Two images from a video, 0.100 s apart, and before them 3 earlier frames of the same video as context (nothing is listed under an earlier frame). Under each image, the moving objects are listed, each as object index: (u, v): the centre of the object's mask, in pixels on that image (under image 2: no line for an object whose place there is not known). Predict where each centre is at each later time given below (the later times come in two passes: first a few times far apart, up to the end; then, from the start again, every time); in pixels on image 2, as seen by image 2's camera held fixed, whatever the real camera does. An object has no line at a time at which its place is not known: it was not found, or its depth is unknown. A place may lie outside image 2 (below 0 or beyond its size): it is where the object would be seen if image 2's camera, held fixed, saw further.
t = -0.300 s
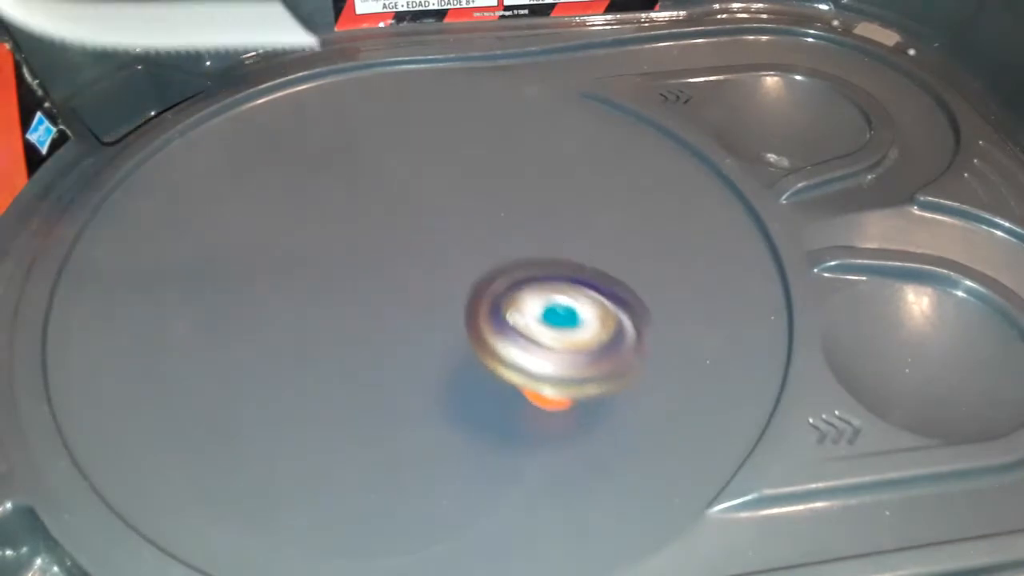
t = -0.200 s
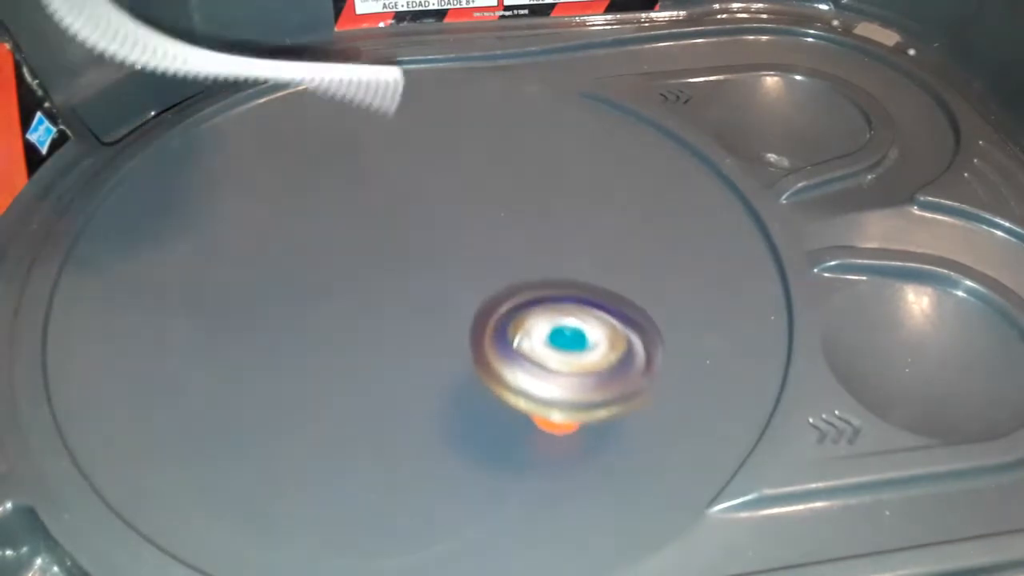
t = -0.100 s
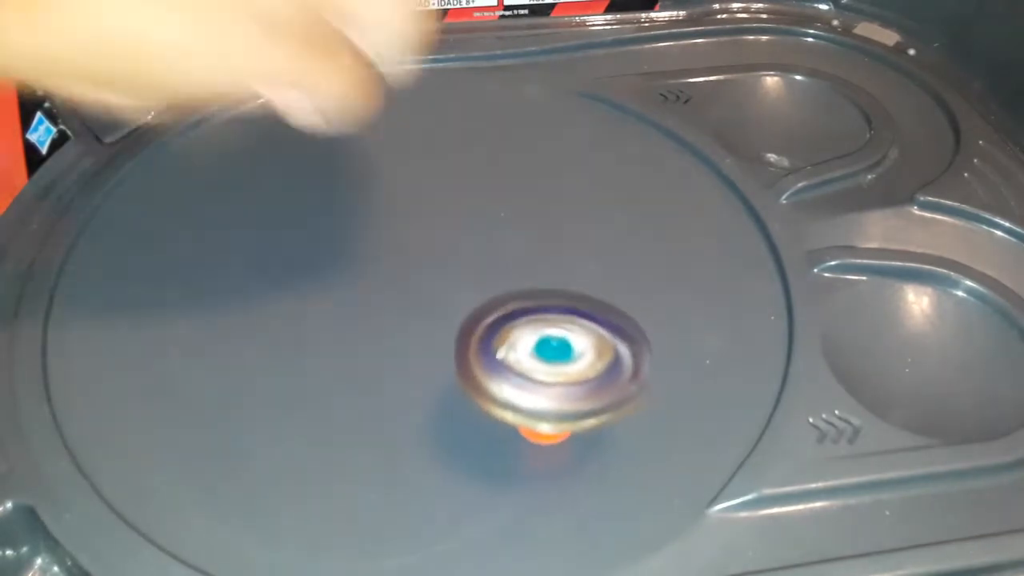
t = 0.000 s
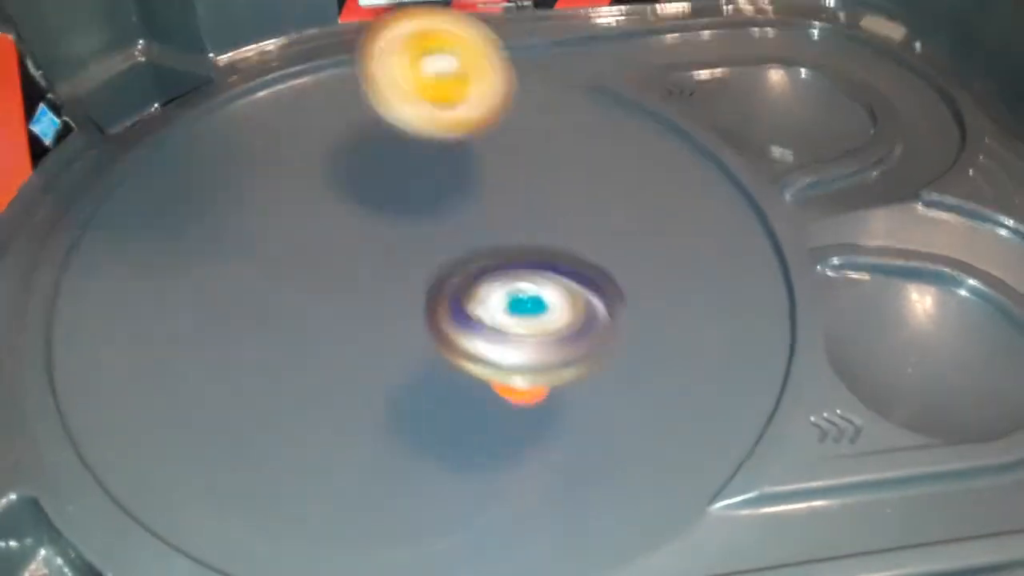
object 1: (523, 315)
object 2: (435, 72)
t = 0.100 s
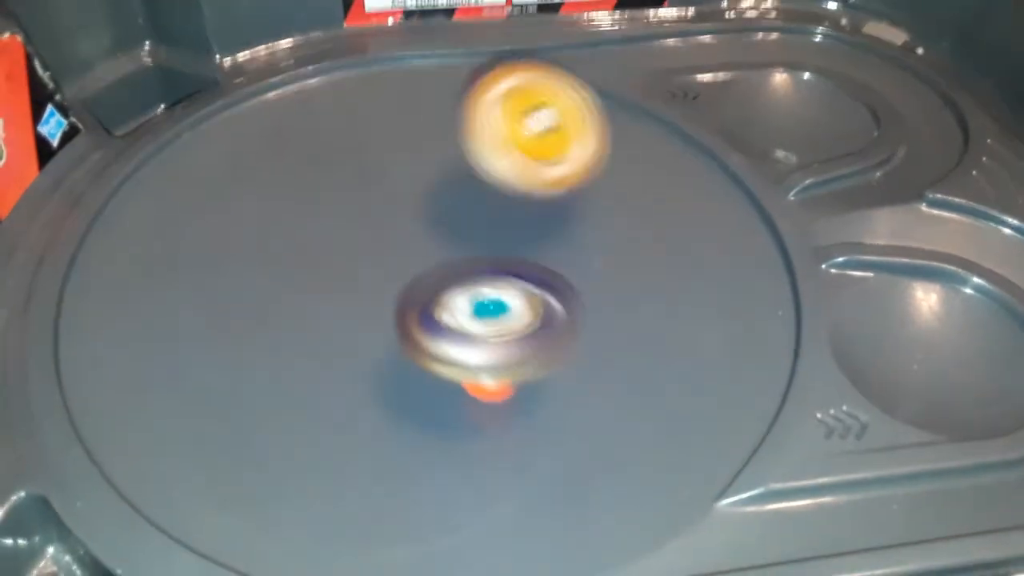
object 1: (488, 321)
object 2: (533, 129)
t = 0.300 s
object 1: (442, 244)
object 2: (648, 319)
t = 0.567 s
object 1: (487, 204)
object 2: (420, 484)
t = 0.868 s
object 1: (547, 229)
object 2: (106, 249)
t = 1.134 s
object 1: (528, 250)
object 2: (267, 124)
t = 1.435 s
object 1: (660, 288)
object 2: (287, 279)
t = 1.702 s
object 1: (583, 277)
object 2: (177, 426)
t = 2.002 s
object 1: (467, 180)
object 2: (380, 406)
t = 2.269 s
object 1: (492, 138)
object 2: (425, 498)
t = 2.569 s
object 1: (505, 237)
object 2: (441, 398)
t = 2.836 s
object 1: (485, 165)
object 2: (546, 498)
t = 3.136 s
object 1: (453, 201)
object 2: (502, 356)
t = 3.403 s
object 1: (413, 202)
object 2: (720, 244)
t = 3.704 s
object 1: (420, 227)
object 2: (655, 294)
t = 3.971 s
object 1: (321, 222)
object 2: (516, 233)
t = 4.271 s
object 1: (392, 244)
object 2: (505, 137)
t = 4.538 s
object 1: (453, 276)
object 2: (521, 136)
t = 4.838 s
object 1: (464, 302)
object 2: (506, 167)
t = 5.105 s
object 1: (476, 305)
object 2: (393, 182)
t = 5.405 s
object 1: (479, 265)
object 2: (326, 197)
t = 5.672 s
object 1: (499, 248)
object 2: (312, 224)
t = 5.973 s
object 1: (605, 210)
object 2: (175, 257)
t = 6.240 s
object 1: (532, 227)
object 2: (256, 254)
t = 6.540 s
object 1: (660, 107)
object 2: (154, 427)
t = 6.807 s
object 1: (588, 167)
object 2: (253, 357)
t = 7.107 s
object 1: (544, 149)
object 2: (375, 384)
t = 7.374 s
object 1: (506, 178)
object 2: (463, 352)
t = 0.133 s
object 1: (476, 307)
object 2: (559, 133)
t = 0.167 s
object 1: (465, 294)
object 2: (586, 164)
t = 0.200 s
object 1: (457, 281)
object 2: (611, 215)
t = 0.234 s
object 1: (449, 264)
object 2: (631, 253)
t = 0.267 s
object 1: (446, 251)
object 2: (643, 287)
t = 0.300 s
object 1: (442, 244)
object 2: (648, 319)
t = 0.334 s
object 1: (443, 235)
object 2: (646, 352)
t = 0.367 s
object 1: (443, 227)
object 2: (636, 387)
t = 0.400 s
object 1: (448, 221)
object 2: (618, 418)
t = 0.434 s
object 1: (454, 214)
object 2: (592, 446)
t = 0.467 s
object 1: (461, 209)
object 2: (558, 470)
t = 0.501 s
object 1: (470, 207)
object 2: (515, 481)
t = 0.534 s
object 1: (477, 206)
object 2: (468, 486)
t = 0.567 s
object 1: (487, 204)
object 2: (420, 484)
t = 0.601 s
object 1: (498, 204)
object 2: (370, 480)
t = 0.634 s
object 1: (507, 206)
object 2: (322, 468)
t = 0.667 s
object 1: (515, 210)
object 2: (275, 445)
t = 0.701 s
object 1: (523, 212)
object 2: (233, 418)
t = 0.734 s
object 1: (530, 214)
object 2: (197, 387)
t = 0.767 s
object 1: (536, 218)
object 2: (166, 354)
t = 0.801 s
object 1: (541, 221)
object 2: (140, 319)
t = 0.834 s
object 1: (544, 225)
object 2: (120, 281)
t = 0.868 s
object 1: (547, 229)
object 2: (106, 249)
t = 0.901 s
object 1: (547, 233)
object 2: (99, 219)
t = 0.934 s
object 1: (547, 237)
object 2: (110, 192)
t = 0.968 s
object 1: (545, 239)
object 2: (131, 170)
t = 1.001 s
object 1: (542, 242)
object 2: (155, 151)
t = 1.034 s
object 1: (539, 245)
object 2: (181, 136)
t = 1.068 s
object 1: (536, 248)
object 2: (208, 127)
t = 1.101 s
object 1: (533, 248)
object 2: (238, 123)
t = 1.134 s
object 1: (528, 250)
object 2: (267, 124)
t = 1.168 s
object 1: (522, 251)
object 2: (298, 132)
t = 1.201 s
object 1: (518, 252)
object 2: (327, 144)
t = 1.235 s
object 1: (514, 252)
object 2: (356, 161)
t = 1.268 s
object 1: (515, 255)
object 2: (380, 182)
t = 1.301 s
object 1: (558, 266)
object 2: (366, 193)
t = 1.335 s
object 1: (594, 275)
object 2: (347, 210)
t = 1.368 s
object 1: (623, 281)
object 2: (328, 230)
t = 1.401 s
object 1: (646, 285)
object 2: (309, 253)
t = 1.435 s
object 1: (660, 288)
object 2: (287, 279)
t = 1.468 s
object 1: (670, 290)
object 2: (264, 307)
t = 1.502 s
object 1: (670, 291)
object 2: (241, 334)
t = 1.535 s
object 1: (665, 291)
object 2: (217, 361)
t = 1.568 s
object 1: (654, 289)
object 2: (193, 385)
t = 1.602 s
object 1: (640, 287)
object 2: (173, 405)
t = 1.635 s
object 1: (622, 284)
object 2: (156, 423)
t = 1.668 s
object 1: (603, 281)
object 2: (157, 429)
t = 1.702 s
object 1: (583, 277)
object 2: (177, 426)
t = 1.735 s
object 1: (563, 273)
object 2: (204, 416)
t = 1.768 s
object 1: (543, 270)
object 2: (234, 403)
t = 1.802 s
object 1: (525, 266)
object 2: (262, 390)
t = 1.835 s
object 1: (506, 262)
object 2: (292, 374)
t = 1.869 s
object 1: (490, 257)
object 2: (320, 360)
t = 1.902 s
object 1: (478, 253)
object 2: (345, 354)
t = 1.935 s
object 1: (473, 227)
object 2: (357, 370)
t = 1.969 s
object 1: (470, 201)
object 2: (368, 388)
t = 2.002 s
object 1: (467, 180)
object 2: (380, 406)
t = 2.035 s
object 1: (465, 162)
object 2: (392, 425)
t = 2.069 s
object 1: (465, 148)
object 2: (403, 442)
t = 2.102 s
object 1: (466, 139)
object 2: (412, 459)
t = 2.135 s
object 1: (469, 132)
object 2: (420, 474)
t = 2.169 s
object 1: (473, 130)
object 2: (425, 486)
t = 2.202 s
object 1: (478, 129)
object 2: (428, 492)
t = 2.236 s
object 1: (485, 132)
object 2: (428, 497)
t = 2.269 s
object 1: (492, 138)
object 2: (425, 498)
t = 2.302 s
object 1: (497, 146)
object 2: (423, 493)
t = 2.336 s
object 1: (501, 155)
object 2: (419, 485)
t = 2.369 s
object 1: (504, 167)
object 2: (415, 476)
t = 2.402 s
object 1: (506, 179)
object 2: (412, 463)
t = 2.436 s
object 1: (507, 191)
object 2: (412, 449)
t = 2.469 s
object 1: (506, 204)
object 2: (414, 437)
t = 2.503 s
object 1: (506, 216)
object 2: (420, 423)
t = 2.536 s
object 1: (506, 227)
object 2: (429, 410)
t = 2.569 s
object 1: (505, 237)
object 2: (441, 398)
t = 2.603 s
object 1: (506, 242)
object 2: (456, 386)
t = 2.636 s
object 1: (505, 240)
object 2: (478, 394)
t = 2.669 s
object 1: (501, 218)
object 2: (500, 416)
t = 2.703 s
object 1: (498, 203)
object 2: (521, 438)
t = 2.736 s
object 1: (495, 190)
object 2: (538, 459)
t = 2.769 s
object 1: (492, 178)
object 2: (549, 477)
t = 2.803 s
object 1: (489, 170)
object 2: (552, 490)
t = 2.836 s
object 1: (485, 165)
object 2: (546, 498)
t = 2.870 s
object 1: (481, 163)
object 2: (530, 498)
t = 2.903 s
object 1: (476, 163)
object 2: (512, 492)
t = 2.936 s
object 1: (472, 165)
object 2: (494, 483)
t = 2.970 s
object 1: (469, 169)
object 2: (481, 469)
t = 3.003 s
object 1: (465, 174)
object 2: (474, 451)
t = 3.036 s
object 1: (461, 180)
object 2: (474, 430)
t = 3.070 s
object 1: (458, 188)
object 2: (479, 406)
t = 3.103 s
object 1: (455, 194)
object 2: (489, 381)
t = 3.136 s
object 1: (453, 201)
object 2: (502, 356)
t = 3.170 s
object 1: (450, 206)
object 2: (520, 332)
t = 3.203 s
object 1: (443, 206)
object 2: (548, 315)
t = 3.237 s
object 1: (436, 204)
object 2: (578, 299)
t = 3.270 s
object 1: (429, 202)
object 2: (607, 284)
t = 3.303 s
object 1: (423, 201)
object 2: (636, 272)
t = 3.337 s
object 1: (419, 201)
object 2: (663, 261)
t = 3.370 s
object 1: (416, 200)
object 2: (691, 251)
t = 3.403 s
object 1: (413, 202)
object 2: (720, 244)
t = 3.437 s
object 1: (412, 203)
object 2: (744, 240)
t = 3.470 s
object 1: (411, 205)
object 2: (766, 238)
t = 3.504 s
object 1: (411, 208)
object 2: (779, 239)
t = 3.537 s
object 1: (412, 211)
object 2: (779, 245)
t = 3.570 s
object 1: (413, 214)
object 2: (770, 255)
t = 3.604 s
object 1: (414, 217)
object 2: (750, 267)
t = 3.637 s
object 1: (416, 221)
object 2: (724, 280)
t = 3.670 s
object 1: (418, 224)
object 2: (692, 289)
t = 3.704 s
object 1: (420, 227)
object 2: (655, 294)
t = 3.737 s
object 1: (421, 230)
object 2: (614, 294)
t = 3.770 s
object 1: (419, 232)
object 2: (579, 289)
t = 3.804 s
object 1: (390, 229)
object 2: (571, 285)
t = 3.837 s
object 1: (366, 226)
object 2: (562, 278)
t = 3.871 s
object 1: (348, 224)
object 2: (551, 269)
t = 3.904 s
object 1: (334, 222)
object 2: (539, 259)
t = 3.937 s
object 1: (325, 221)
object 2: (527, 246)
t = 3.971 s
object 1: (321, 222)
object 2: (516, 233)
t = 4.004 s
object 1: (321, 223)
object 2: (508, 218)
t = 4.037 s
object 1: (325, 225)
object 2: (501, 204)
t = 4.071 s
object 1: (330, 228)
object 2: (496, 191)
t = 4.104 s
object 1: (338, 231)
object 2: (494, 179)
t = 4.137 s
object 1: (347, 233)
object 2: (494, 167)
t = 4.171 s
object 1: (358, 236)
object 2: (495, 157)
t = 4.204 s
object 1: (370, 239)
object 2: (497, 148)
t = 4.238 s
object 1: (380, 242)
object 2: (501, 142)
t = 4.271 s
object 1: (392, 244)
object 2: (505, 137)
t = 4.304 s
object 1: (403, 246)
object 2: (509, 135)
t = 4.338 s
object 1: (413, 247)
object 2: (514, 134)
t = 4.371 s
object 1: (423, 249)
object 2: (517, 134)
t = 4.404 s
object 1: (432, 250)
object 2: (519, 136)
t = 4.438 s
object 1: (440, 252)
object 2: (519, 138)
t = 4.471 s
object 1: (446, 253)
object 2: (519, 141)
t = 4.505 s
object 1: (452, 261)
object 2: (519, 143)
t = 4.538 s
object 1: (453, 276)
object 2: (521, 136)
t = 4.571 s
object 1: (455, 287)
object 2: (524, 131)
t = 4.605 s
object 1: (456, 296)
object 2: (525, 129)
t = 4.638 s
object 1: (458, 302)
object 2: (527, 129)
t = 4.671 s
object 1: (460, 306)
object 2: (528, 131)
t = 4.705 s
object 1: (461, 308)
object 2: (527, 136)
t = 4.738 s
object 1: (463, 308)
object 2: (524, 142)
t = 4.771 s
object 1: (464, 307)
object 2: (520, 150)
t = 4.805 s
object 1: (465, 305)
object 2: (514, 158)
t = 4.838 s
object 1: (464, 302)
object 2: (506, 167)
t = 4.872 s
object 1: (464, 301)
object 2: (496, 175)
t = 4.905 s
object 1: (468, 306)
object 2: (481, 175)
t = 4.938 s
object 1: (470, 310)
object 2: (464, 175)
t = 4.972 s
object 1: (473, 312)
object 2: (448, 176)
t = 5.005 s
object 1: (474, 312)
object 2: (432, 178)
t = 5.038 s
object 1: (476, 311)
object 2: (419, 180)
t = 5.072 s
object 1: (476, 308)
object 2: (406, 181)
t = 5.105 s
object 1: (476, 305)
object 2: (393, 182)
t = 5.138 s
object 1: (475, 301)
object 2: (382, 183)
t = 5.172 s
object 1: (475, 296)
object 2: (371, 184)
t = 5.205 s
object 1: (475, 291)
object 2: (361, 185)
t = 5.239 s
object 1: (475, 286)
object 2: (352, 186)
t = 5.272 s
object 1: (475, 281)
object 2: (345, 188)
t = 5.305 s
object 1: (474, 277)
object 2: (340, 190)
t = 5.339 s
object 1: (475, 272)
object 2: (335, 193)
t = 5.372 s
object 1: (475, 268)
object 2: (333, 195)
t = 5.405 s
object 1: (479, 265)
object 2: (326, 197)
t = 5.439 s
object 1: (484, 263)
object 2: (319, 199)
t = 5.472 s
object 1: (488, 261)
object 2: (314, 201)
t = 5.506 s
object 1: (492, 259)
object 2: (310, 204)
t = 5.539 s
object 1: (494, 256)
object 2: (307, 207)
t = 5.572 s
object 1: (496, 254)
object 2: (306, 210)
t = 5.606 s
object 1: (498, 252)
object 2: (306, 214)
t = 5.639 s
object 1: (498, 250)
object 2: (308, 219)
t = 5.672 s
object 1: (499, 248)
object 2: (312, 224)
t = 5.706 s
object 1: (499, 247)
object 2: (316, 230)
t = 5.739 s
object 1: (498, 246)
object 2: (322, 237)
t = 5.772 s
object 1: (517, 241)
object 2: (303, 246)
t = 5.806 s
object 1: (544, 234)
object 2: (269, 253)
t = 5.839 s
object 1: (568, 226)
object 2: (241, 259)
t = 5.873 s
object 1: (587, 220)
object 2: (217, 261)
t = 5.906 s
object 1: (599, 215)
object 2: (198, 261)
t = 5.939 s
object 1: (604, 212)
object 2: (184, 260)
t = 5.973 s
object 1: (605, 210)
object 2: (175, 257)
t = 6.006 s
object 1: (603, 210)
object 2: (169, 255)
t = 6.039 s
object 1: (598, 211)
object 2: (169, 253)
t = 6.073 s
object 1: (590, 213)
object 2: (172, 250)
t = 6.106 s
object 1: (579, 215)
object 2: (181, 249)
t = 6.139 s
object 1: (567, 218)
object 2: (195, 248)
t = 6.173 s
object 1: (555, 221)
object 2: (213, 249)
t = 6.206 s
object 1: (544, 225)
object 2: (231, 250)
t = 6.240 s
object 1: (532, 227)
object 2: (256, 254)
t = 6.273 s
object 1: (521, 230)
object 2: (284, 259)
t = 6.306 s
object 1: (512, 232)
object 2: (314, 266)
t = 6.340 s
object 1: (506, 233)
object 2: (326, 281)
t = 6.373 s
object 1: (548, 203)
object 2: (292, 316)
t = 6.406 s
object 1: (586, 175)
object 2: (256, 352)
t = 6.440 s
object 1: (614, 152)
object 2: (223, 381)
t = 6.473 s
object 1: (633, 132)
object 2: (198, 402)
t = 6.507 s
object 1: (651, 117)
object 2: (175, 417)
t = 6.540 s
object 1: (660, 107)
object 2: (154, 427)
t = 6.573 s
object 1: (666, 100)
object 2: (148, 428)
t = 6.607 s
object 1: (664, 101)
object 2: (154, 421)
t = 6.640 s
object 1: (653, 113)
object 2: (165, 413)
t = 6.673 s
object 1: (645, 118)
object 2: (177, 402)
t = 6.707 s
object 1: (634, 127)
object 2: (189, 392)
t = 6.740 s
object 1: (624, 138)
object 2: (206, 382)
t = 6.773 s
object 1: (605, 154)
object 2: (227, 370)
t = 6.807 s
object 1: (588, 167)
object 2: (253, 357)
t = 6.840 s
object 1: (572, 181)
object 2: (282, 345)
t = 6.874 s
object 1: (549, 198)
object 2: (313, 332)
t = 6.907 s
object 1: (530, 211)
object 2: (349, 319)
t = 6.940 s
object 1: (517, 220)
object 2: (375, 315)
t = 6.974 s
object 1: (523, 202)
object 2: (365, 338)
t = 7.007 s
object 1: (533, 183)
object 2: (361, 358)
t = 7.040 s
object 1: (540, 167)
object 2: (364, 373)
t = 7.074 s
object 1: (544, 155)
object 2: (369, 381)
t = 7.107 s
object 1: (544, 149)
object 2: (375, 384)
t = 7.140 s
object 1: (543, 146)
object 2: (383, 386)
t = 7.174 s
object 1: (539, 146)
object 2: (392, 385)
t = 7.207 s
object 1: (534, 148)
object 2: (401, 383)
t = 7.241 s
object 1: (529, 153)
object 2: (410, 380)
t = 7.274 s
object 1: (524, 158)
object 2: (421, 375)
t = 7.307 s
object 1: (518, 164)
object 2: (433, 369)
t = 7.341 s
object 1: (511, 172)
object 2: (447, 360)
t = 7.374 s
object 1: (506, 178)
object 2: (463, 352)
